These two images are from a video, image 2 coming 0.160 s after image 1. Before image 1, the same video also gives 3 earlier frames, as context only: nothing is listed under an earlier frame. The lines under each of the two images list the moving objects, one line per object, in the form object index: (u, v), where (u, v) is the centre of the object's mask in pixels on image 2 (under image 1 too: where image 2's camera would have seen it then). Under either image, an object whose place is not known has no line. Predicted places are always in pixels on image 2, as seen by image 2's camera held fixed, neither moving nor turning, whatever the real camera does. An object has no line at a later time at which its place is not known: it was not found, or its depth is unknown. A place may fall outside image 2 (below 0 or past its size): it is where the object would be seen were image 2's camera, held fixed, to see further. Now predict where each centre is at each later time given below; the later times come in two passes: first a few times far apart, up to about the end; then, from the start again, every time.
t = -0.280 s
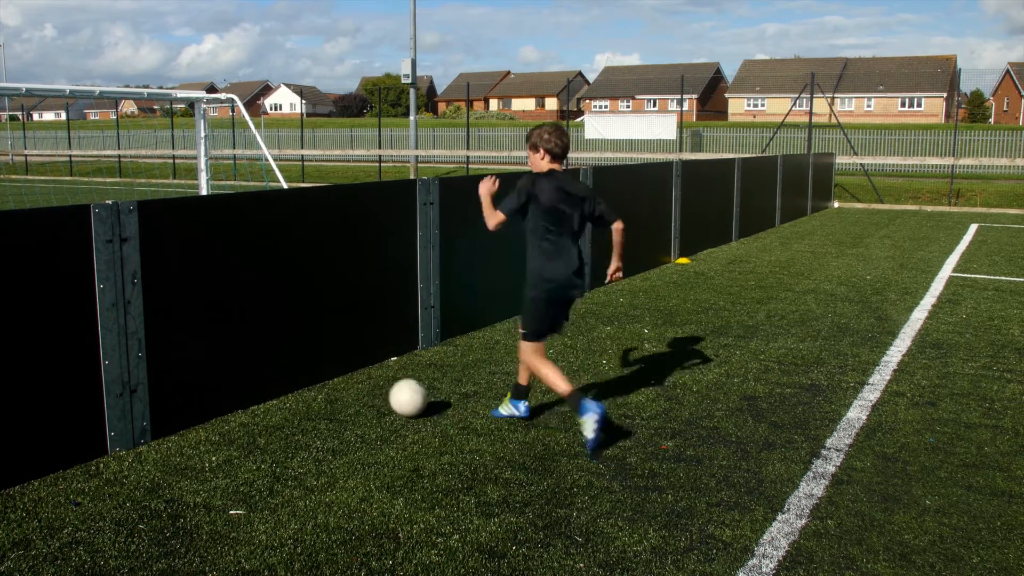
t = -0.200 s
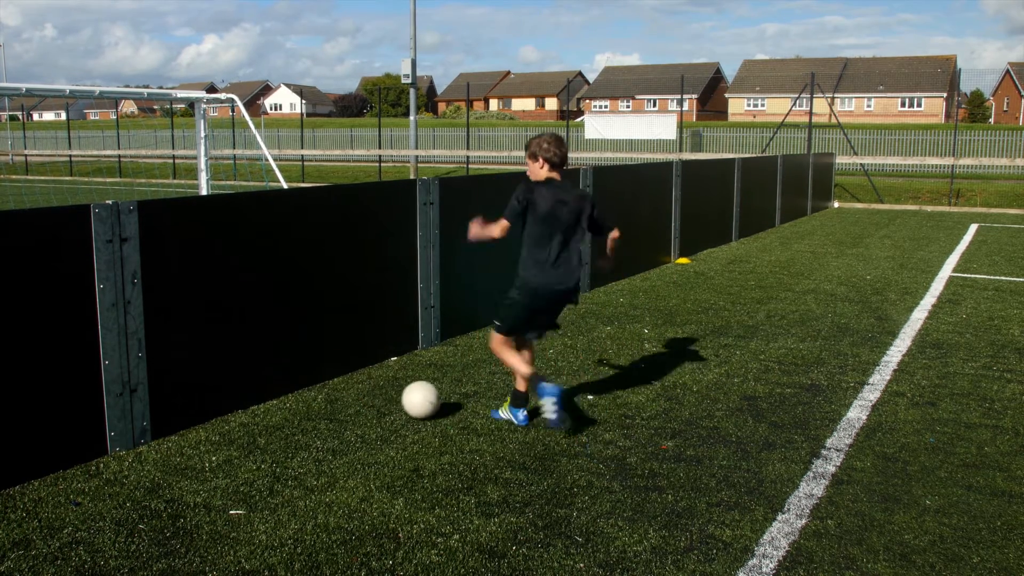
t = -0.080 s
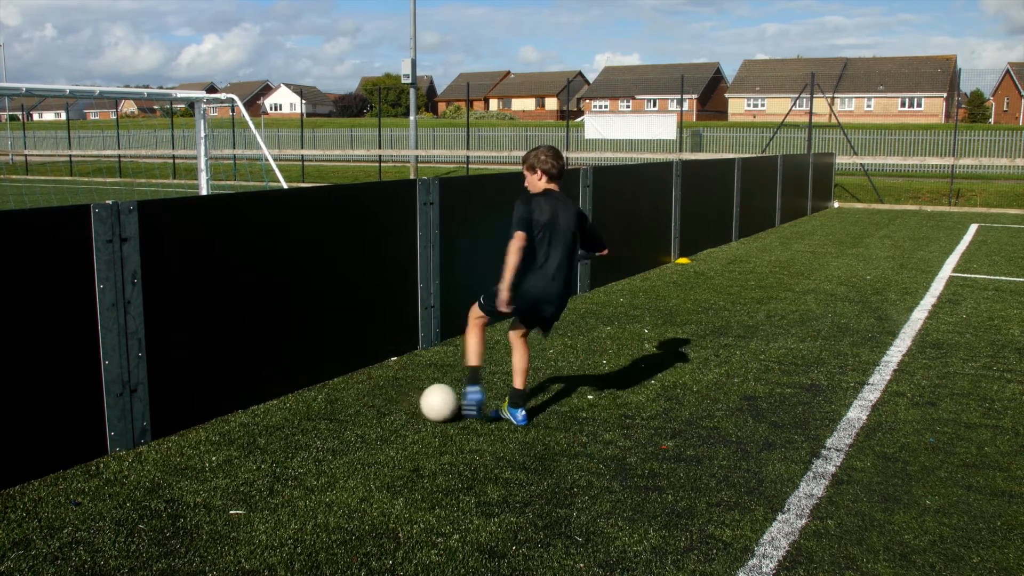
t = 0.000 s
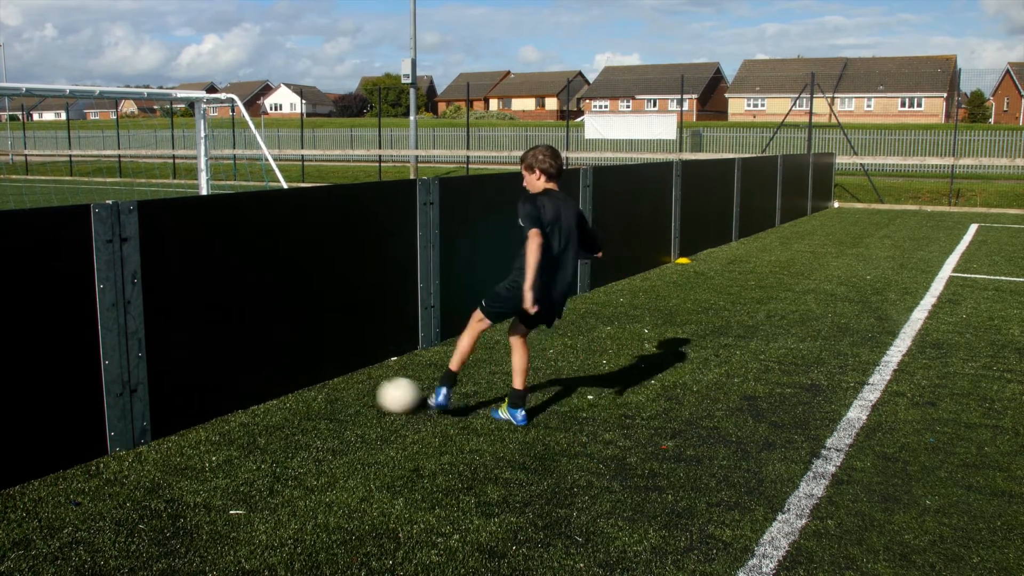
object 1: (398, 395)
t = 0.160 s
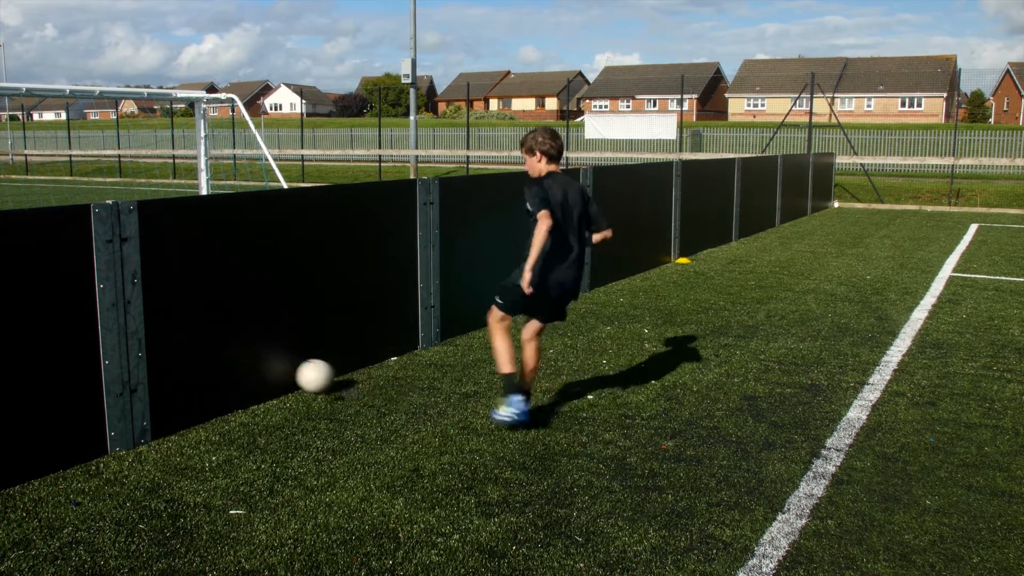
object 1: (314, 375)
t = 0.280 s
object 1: (352, 380)
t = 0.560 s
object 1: (429, 389)
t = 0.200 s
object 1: (318, 374)
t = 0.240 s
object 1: (335, 376)
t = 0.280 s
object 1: (352, 380)
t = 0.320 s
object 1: (366, 382)
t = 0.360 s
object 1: (378, 382)
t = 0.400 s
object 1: (390, 384)
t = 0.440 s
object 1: (401, 386)
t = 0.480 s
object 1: (410, 386)
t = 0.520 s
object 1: (419, 388)
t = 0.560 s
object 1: (429, 389)
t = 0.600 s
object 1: (438, 390)
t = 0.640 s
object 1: (448, 391)
